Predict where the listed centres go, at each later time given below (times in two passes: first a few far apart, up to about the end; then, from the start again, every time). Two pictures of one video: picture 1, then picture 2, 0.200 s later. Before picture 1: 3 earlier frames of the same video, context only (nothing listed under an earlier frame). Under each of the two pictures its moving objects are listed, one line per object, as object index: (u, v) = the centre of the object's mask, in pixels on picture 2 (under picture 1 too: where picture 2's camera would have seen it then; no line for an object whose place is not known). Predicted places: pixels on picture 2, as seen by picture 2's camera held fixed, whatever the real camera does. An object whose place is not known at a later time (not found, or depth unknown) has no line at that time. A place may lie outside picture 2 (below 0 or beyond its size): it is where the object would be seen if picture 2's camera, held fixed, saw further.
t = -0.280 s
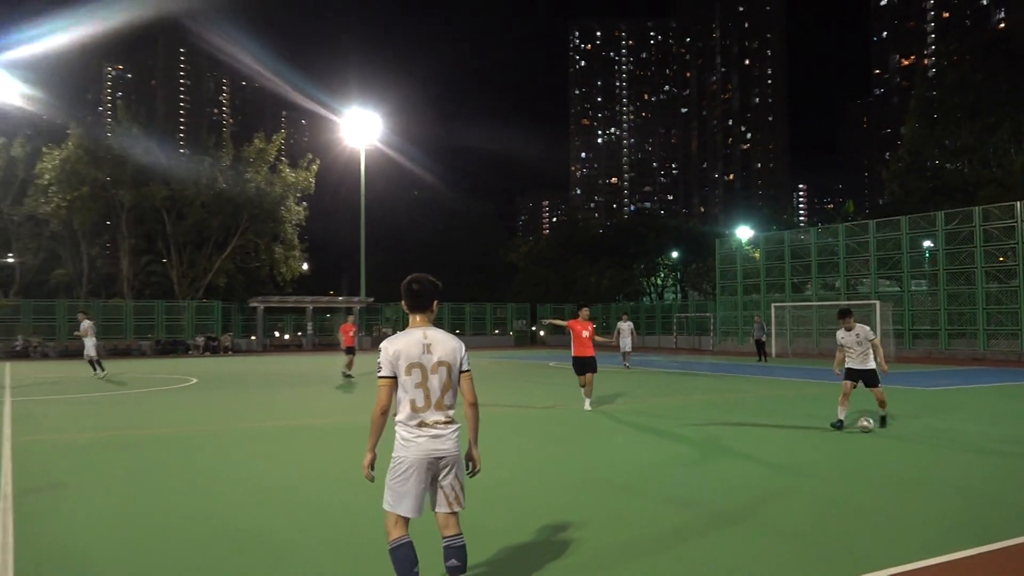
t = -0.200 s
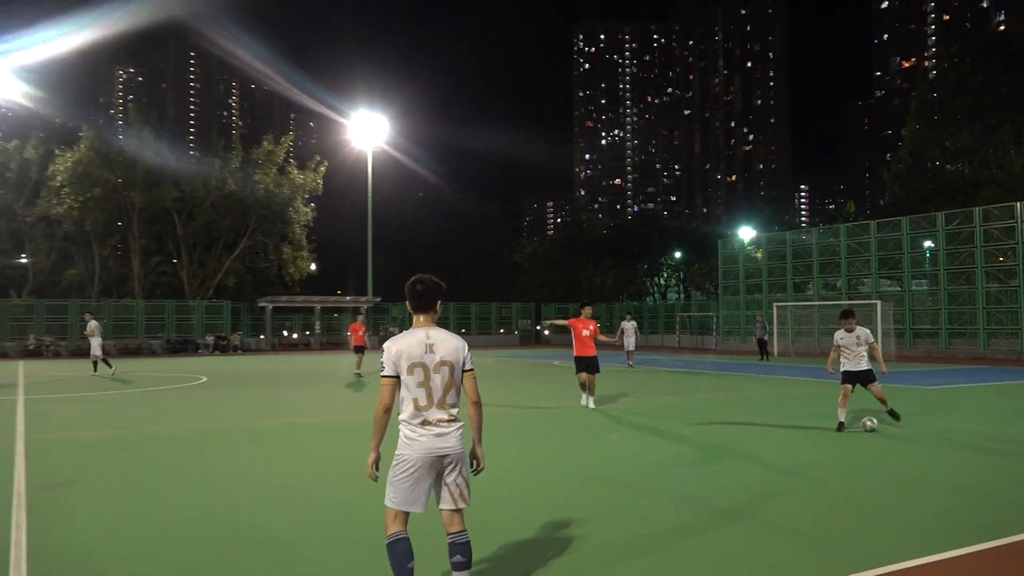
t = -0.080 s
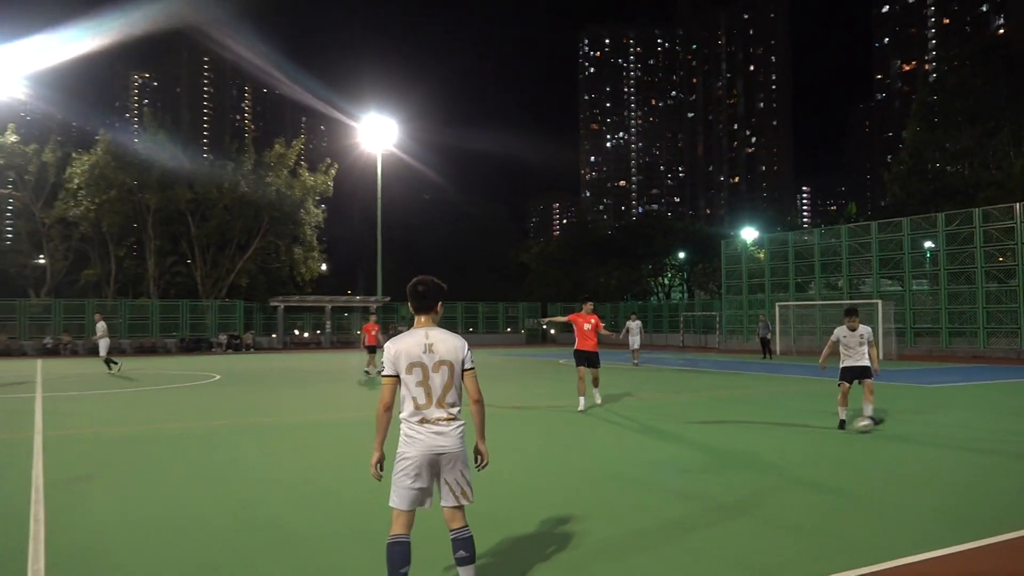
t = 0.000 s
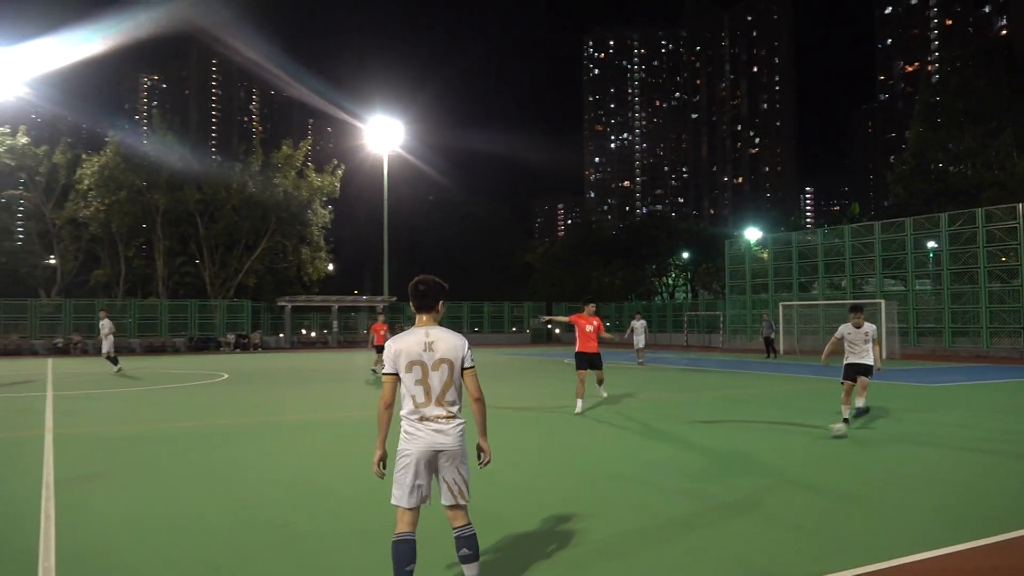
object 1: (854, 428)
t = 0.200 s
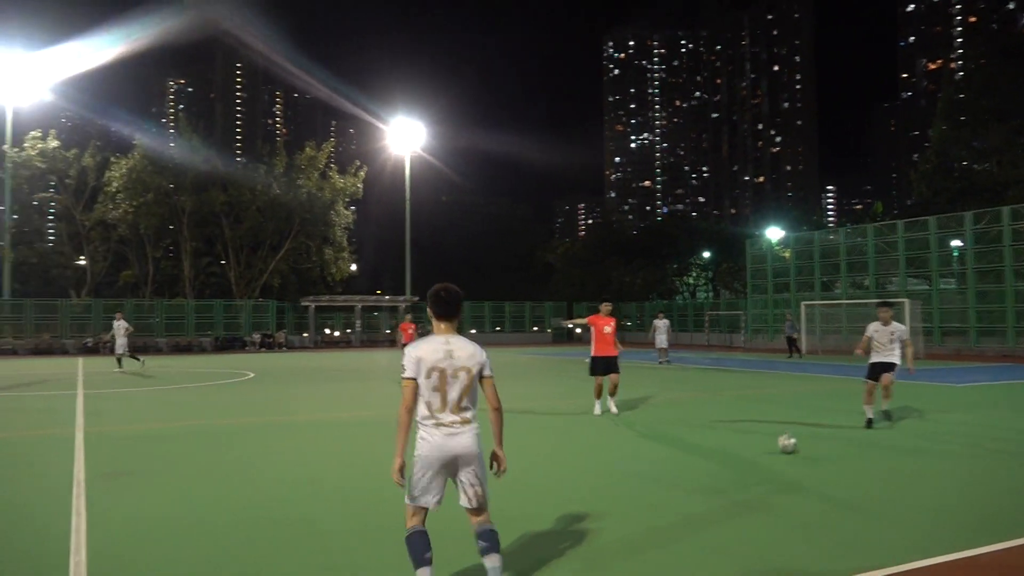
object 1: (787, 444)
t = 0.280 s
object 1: (757, 450)
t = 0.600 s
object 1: (637, 473)
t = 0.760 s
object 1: (563, 487)
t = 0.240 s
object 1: (773, 447)
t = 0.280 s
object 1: (757, 450)
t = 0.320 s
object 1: (742, 453)
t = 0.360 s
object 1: (728, 456)
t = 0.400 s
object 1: (714, 458)
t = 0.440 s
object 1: (700, 461)
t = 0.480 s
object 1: (685, 464)
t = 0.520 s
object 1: (670, 467)
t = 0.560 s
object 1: (653, 470)
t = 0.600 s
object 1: (637, 473)
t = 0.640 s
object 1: (619, 477)
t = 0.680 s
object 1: (601, 480)
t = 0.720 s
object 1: (582, 484)
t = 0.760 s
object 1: (563, 487)
